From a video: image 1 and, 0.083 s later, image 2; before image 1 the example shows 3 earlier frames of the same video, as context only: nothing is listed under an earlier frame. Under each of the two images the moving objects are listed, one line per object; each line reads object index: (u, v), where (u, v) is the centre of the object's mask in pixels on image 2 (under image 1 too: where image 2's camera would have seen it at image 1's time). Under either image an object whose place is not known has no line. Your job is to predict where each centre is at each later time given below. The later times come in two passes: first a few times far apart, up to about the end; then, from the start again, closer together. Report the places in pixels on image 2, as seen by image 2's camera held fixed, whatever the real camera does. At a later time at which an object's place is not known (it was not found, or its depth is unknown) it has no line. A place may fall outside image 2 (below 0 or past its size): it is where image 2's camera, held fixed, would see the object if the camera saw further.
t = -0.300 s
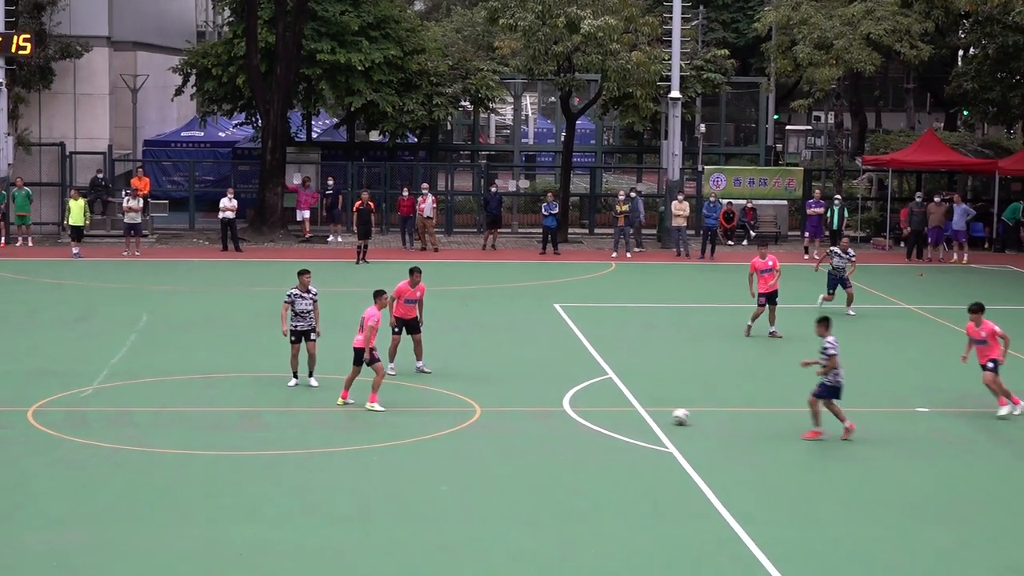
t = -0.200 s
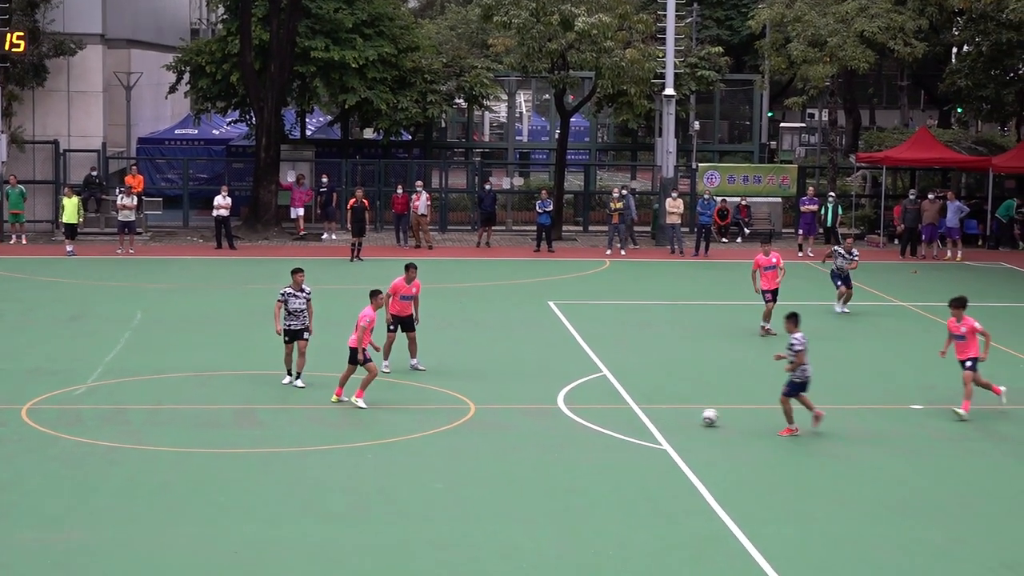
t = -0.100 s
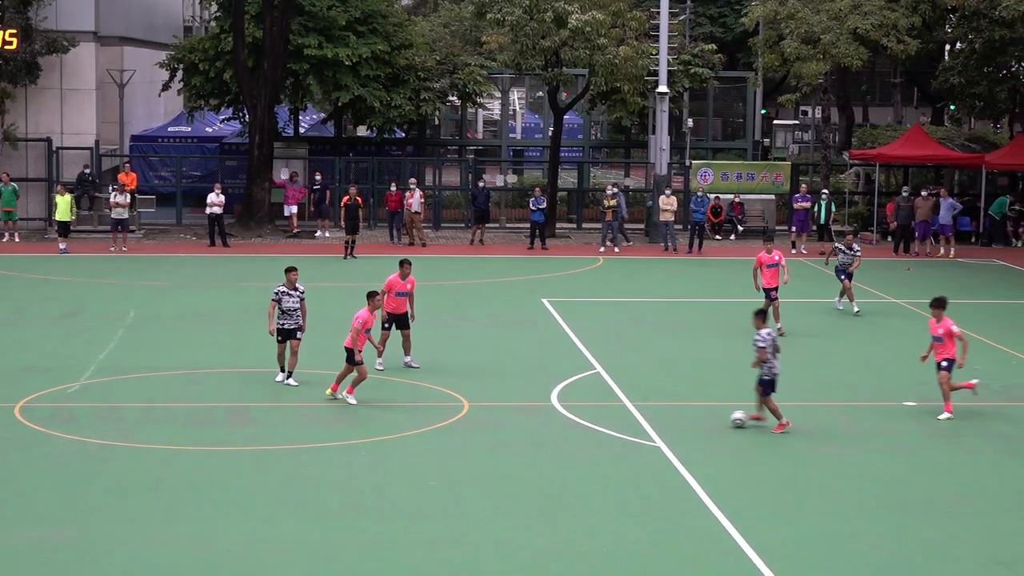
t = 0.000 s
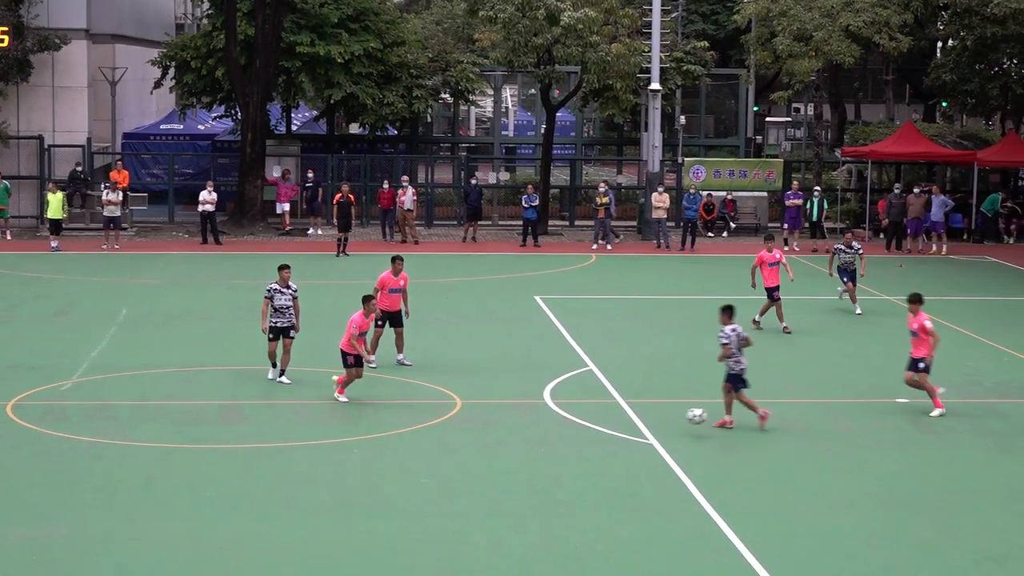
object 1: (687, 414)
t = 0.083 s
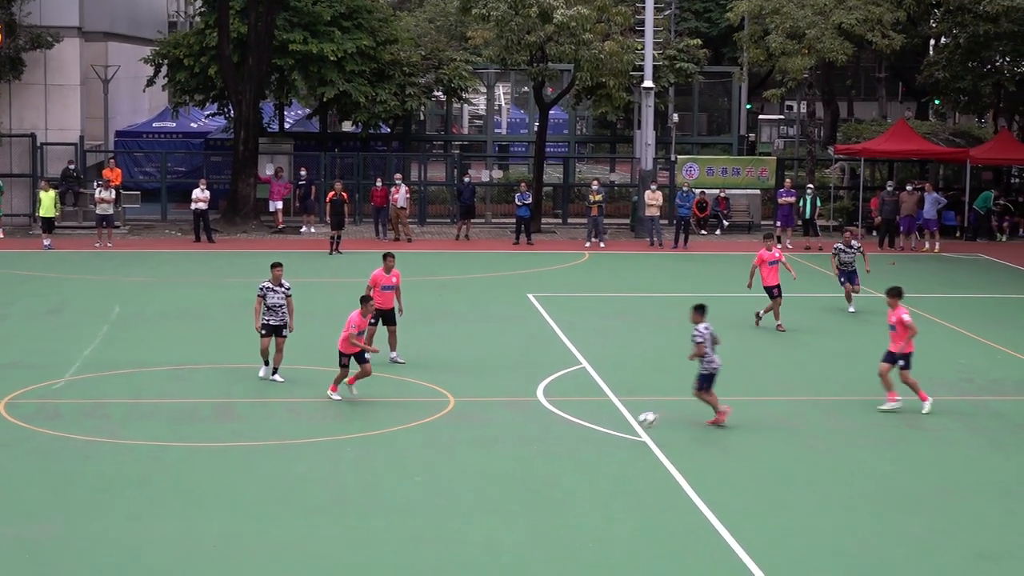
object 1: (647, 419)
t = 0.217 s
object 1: (582, 444)
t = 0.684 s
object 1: (371, 527)
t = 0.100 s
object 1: (641, 422)
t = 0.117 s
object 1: (631, 425)
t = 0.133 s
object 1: (622, 427)
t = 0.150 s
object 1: (615, 430)
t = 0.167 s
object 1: (607, 433)
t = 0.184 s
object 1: (598, 436)
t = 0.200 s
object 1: (591, 440)
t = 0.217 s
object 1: (582, 444)
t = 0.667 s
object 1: (377, 527)
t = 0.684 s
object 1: (371, 527)
